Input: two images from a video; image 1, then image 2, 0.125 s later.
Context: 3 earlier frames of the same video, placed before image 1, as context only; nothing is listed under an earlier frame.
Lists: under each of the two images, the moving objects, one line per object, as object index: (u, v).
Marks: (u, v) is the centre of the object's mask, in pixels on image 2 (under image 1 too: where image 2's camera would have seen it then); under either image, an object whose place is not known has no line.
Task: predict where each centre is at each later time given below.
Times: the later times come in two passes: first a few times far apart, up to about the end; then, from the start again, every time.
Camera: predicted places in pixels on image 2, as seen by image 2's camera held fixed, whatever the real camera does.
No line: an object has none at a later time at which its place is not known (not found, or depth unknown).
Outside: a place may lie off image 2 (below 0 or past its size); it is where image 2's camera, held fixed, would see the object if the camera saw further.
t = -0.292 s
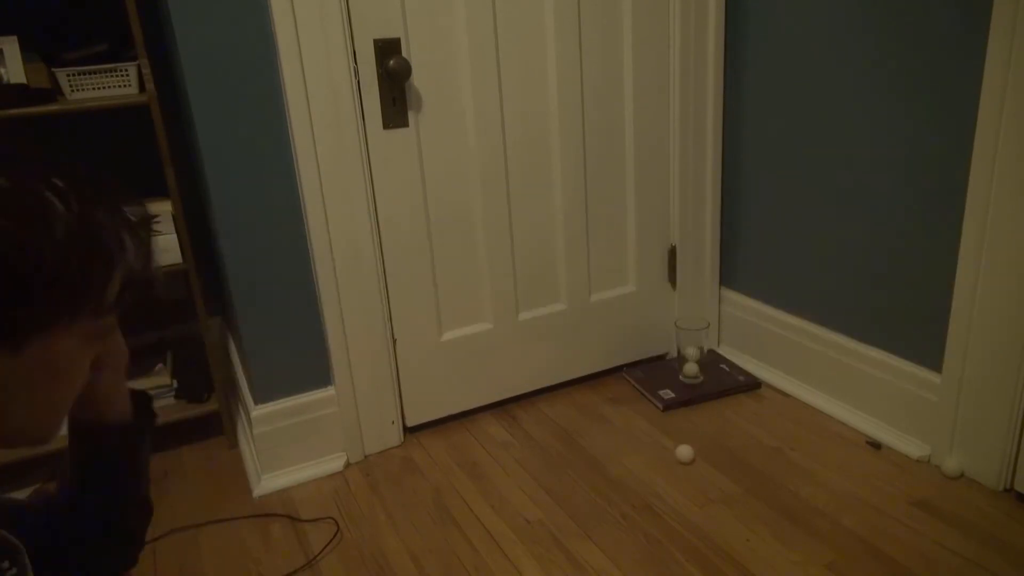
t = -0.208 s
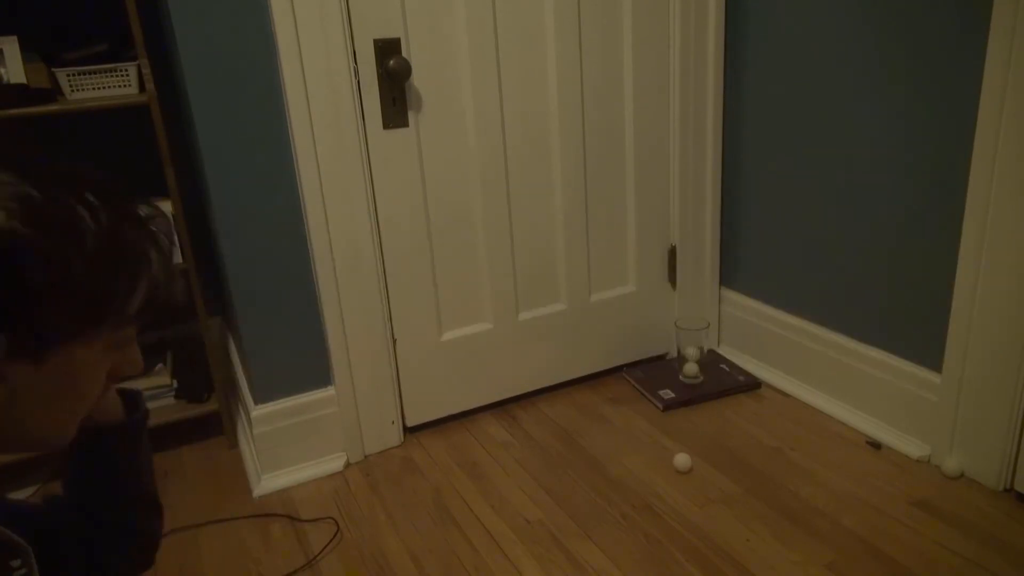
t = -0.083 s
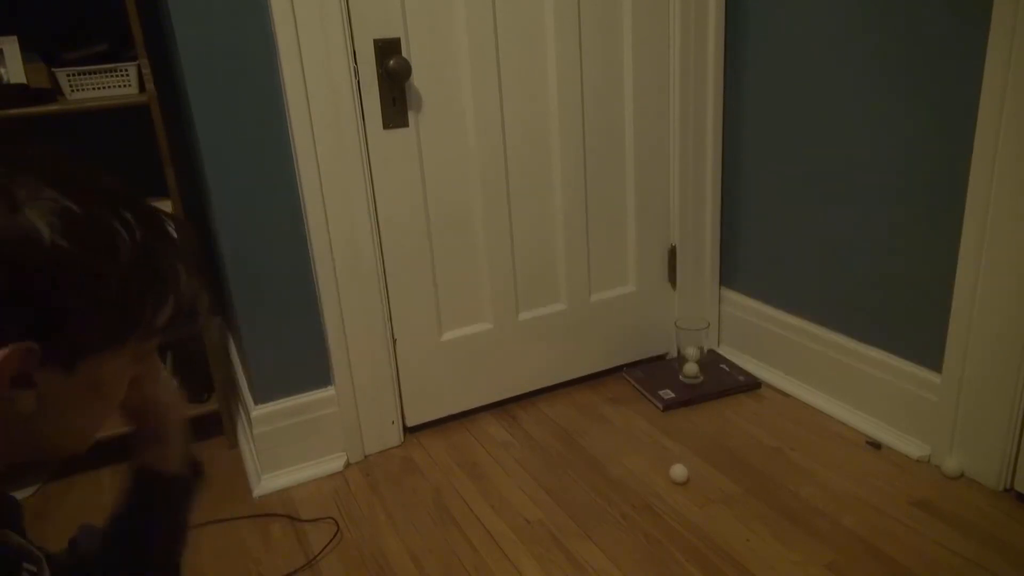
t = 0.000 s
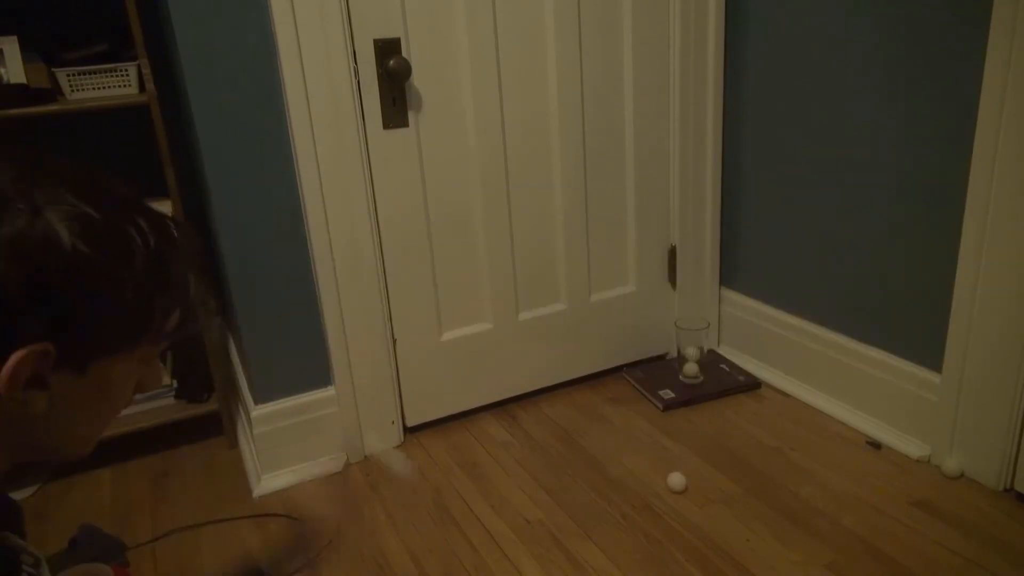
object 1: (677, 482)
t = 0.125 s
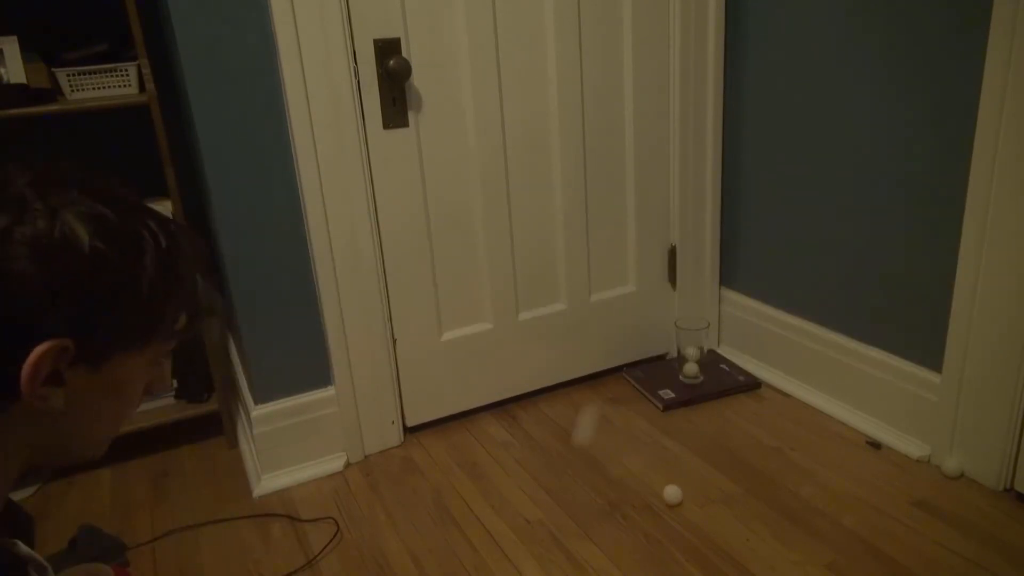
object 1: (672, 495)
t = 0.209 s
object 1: (670, 504)
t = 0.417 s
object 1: (665, 523)
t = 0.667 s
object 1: (657, 547)
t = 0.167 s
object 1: (671, 499)
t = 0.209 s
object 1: (670, 504)
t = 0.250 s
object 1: (669, 507)
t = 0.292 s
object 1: (668, 512)
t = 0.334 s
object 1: (667, 515)
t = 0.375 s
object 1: (666, 520)
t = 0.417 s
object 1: (665, 523)
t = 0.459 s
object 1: (663, 528)
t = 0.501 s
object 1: (662, 531)
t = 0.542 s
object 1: (660, 536)
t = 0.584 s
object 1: (660, 539)
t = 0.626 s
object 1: (659, 544)
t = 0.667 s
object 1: (657, 547)
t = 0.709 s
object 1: (656, 551)
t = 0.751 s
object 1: (654, 554)
